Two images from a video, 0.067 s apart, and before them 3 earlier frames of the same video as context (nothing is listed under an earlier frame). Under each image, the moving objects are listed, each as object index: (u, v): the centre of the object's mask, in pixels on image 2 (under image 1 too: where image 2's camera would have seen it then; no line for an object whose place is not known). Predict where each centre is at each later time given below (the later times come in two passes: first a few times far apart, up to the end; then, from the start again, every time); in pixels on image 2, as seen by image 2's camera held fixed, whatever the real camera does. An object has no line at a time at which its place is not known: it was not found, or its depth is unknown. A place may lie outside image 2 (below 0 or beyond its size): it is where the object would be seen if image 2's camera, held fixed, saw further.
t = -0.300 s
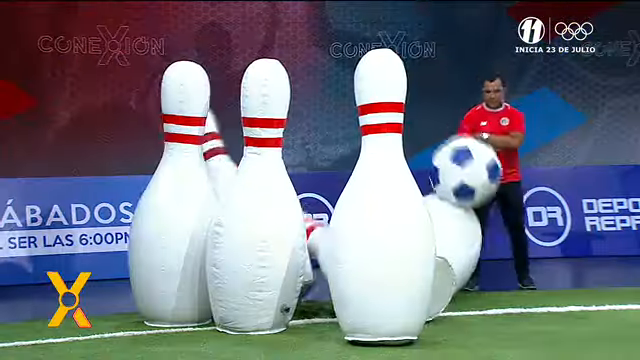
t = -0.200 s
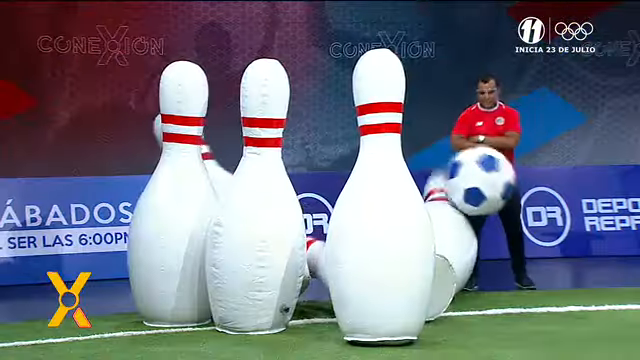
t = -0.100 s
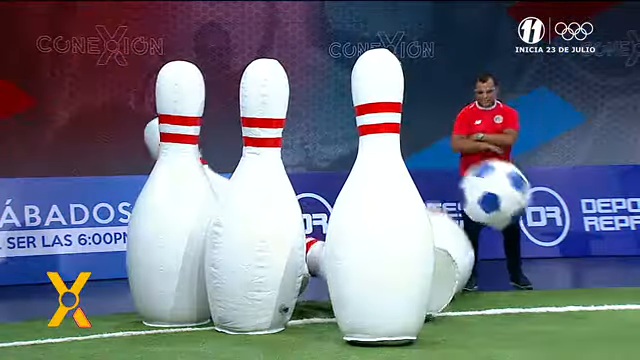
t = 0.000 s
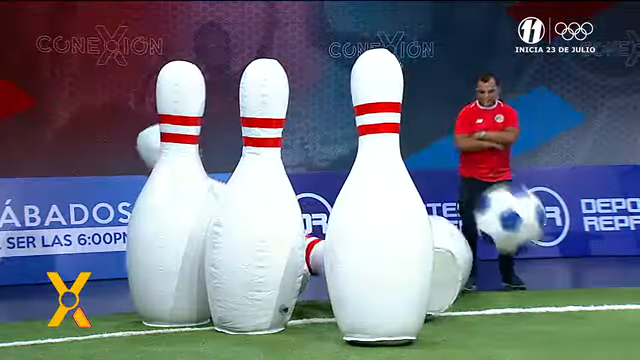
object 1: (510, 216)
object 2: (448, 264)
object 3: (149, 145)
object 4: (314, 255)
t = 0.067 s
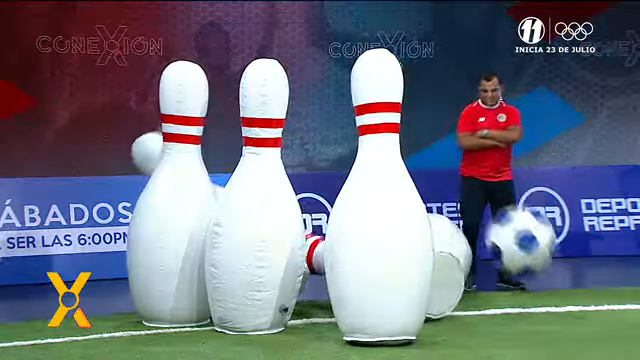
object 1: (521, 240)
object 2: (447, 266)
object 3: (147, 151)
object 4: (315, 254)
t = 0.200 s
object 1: (539, 250)
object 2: (448, 271)
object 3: (138, 170)
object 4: (315, 231)
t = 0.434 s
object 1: (563, 220)
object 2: (451, 274)
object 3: (115, 236)
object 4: (318, 204)
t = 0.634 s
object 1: (584, 245)
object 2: (452, 270)
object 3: (113, 285)
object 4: (320, 209)
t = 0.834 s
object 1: (602, 236)
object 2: (450, 258)
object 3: (111, 282)
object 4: (317, 231)
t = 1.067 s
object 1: (615, 248)
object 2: (452, 260)
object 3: (112, 255)
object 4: (316, 239)
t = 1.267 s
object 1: (622, 238)
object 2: (454, 269)
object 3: (117, 231)
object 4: (317, 225)
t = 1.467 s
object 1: (628, 241)
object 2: (454, 269)
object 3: (119, 229)
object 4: (318, 215)
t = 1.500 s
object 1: (629, 241)
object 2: (454, 269)
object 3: (118, 231)
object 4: (317, 215)
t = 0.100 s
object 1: (525, 256)
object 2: (447, 267)
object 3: (146, 155)
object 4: (315, 251)
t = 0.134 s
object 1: (532, 264)
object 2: (448, 268)
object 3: (144, 160)
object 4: (315, 247)
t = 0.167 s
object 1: (536, 258)
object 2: (448, 270)
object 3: (141, 165)
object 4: (314, 238)
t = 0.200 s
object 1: (539, 250)
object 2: (448, 271)
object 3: (138, 170)
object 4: (315, 231)
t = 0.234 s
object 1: (543, 239)
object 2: (449, 272)
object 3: (135, 176)
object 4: (314, 226)
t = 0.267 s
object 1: (547, 234)
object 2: (449, 272)
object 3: (131, 184)
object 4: (315, 221)
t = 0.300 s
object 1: (550, 227)
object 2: (450, 272)
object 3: (128, 193)
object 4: (315, 215)
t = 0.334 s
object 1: (553, 225)
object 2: (450, 273)
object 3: (125, 202)
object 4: (316, 212)
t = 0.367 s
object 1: (556, 222)
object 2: (450, 273)
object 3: (121, 212)
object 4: (316, 209)
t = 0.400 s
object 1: (560, 220)
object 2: (451, 274)
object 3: (118, 225)
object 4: (317, 206)
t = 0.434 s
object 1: (563, 220)
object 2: (451, 274)
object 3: (115, 236)
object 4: (318, 204)
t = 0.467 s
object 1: (567, 221)
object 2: (451, 274)
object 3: (113, 250)
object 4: (319, 204)
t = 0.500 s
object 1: (570, 223)
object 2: (452, 273)
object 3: (113, 259)
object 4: (320, 203)
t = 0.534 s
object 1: (574, 227)
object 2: (452, 273)
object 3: (113, 265)
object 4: (320, 204)
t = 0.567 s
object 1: (578, 232)
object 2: (452, 272)
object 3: (112, 273)
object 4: (321, 205)
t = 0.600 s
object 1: (581, 238)
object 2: (452, 271)
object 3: (113, 281)
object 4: (321, 207)
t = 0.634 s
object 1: (584, 245)
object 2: (452, 270)
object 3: (113, 285)
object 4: (320, 209)
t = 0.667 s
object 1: (588, 254)
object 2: (452, 268)
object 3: (113, 285)
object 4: (320, 212)
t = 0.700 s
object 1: (591, 255)
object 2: (452, 267)
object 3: (112, 284)
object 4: (320, 216)
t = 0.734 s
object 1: (595, 248)
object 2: (452, 266)
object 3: (112, 282)
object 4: (319, 220)
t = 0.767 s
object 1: (597, 244)
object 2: (452, 265)
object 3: (111, 282)
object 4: (318, 224)
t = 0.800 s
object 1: (600, 240)
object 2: (450, 259)
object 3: (111, 282)
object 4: (317, 228)
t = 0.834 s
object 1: (602, 236)
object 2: (450, 258)
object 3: (111, 282)
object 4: (317, 231)
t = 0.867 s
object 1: (604, 234)
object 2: (450, 257)
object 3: (111, 281)
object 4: (317, 233)
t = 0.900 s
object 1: (607, 234)
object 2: (450, 256)
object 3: (111, 279)
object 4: (316, 235)
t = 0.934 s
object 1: (609, 235)
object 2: (450, 256)
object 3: (111, 274)
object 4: (316, 236)
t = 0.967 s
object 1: (611, 236)
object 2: (451, 256)
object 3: (111, 266)
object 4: (316, 237)
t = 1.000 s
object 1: (612, 238)
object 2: (451, 257)
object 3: (111, 263)
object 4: (316, 238)
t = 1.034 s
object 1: (614, 242)
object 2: (451, 259)
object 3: (112, 258)
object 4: (316, 238)
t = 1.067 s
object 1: (615, 248)
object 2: (452, 260)
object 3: (112, 255)
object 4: (316, 239)
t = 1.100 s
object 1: (616, 249)
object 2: (452, 262)
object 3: (113, 251)
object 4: (316, 237)
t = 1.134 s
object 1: (618, 248)
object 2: (453, 264)
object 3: (113, 248)
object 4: (316, 235)
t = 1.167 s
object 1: (619, 241)
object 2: (453, 267)
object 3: (114, 242)
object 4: (316, 233)
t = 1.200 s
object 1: (620, 239)
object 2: (453, 268)
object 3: (115, 238)
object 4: (316, 231)
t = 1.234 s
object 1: (621, 238)
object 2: (453, 268)
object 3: (116, 234)
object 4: (317, 228)
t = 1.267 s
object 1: (622, 238)
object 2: (454, 269)
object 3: (117, 231)
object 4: (317, 225)
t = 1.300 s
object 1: (624, 238)
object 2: (454, 269)
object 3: (118, 229)
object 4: (318, 222)
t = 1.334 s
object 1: (625, 240)
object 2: (454, 269)
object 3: (118, 228)
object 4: (318, 220)
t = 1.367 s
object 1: (626, 244)
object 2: (454, 269)
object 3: (119, 227)
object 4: (318, 218)
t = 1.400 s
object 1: (626, 247)
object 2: (454, 269)
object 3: (119, 227)
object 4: (318, 216)
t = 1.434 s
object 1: (627, 244)
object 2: (454, 269)
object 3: (119, 228)
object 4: (318, 215)
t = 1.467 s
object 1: (628, 241)
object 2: (454, 269)
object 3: (119, 229)
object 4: (318, 215)
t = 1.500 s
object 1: (629, 241)
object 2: (454, 269)
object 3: (118, 231)
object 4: (317, 215)
